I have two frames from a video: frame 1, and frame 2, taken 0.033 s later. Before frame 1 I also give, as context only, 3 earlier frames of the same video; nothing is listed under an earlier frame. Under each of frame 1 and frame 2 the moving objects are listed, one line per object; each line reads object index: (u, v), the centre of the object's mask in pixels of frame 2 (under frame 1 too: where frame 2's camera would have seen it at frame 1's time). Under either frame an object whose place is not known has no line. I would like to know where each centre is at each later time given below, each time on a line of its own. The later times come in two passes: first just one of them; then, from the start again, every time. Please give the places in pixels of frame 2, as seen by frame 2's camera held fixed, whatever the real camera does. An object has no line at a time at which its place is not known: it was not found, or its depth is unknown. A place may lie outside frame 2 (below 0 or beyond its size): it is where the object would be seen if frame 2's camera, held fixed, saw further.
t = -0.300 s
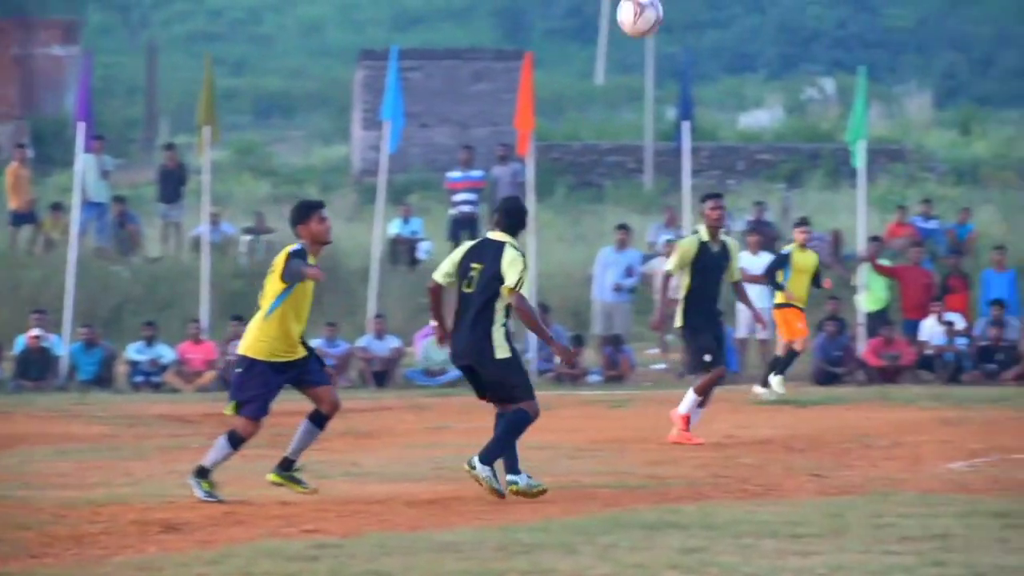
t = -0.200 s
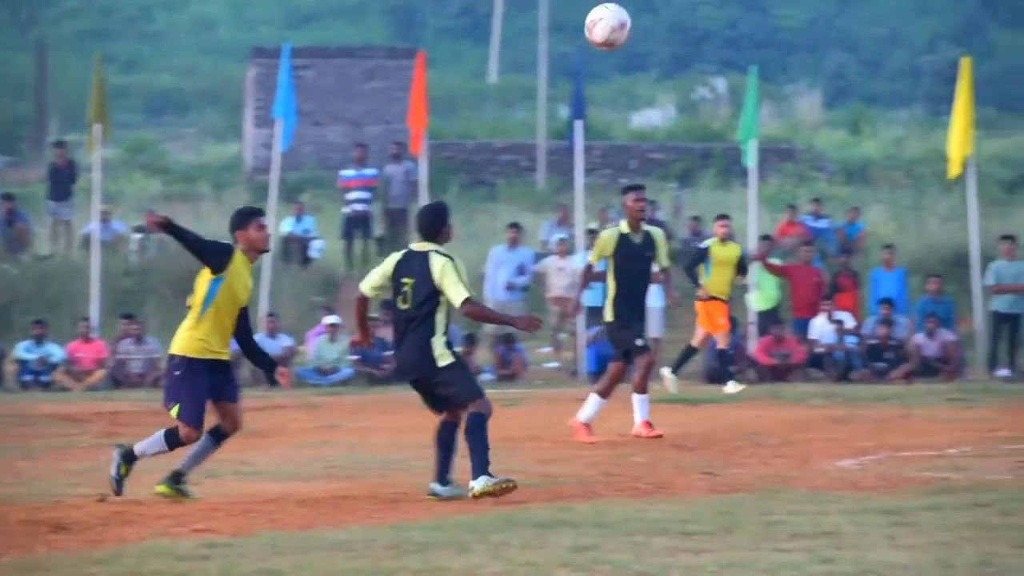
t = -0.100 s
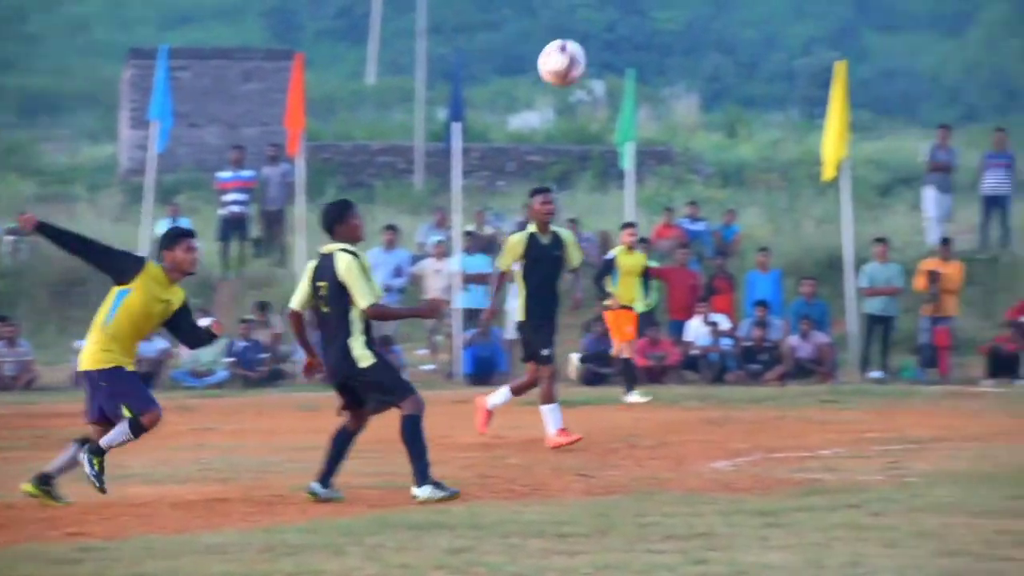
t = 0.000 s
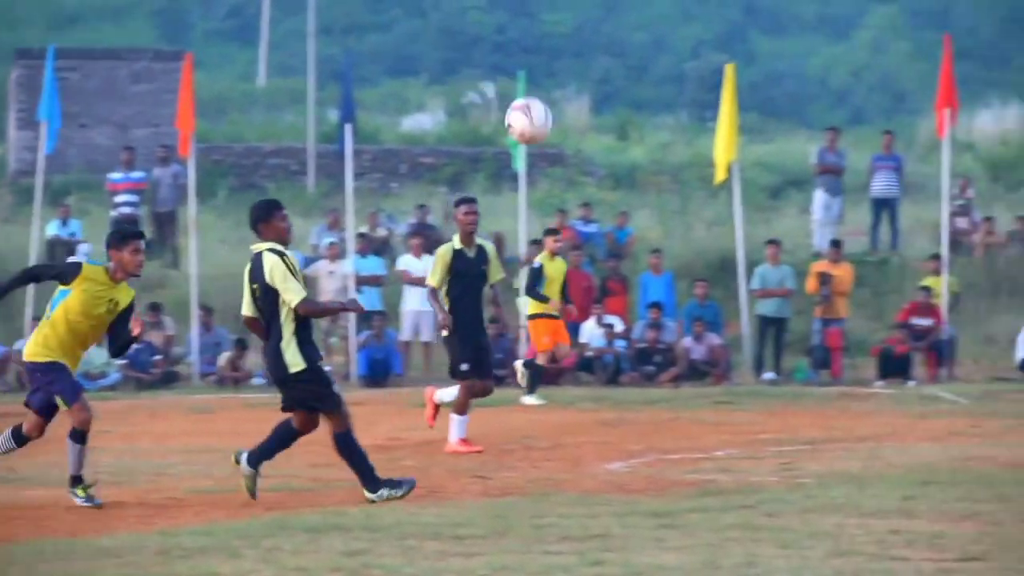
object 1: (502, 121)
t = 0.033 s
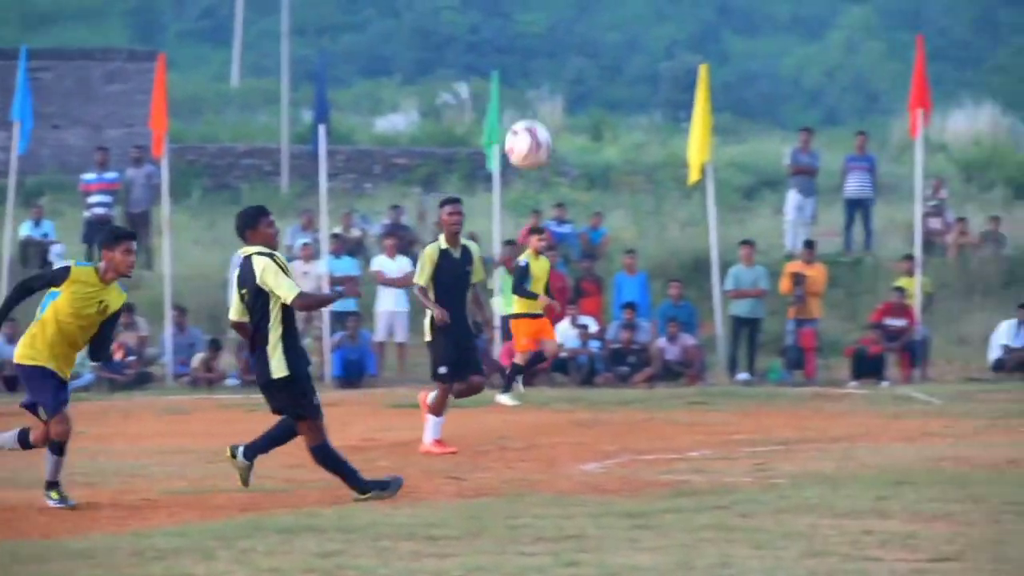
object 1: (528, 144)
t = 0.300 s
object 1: (733, 429)
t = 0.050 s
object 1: (541, 157)
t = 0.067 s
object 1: (554, 170)
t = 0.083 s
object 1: (566, 185)
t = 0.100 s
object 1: (578, 200)
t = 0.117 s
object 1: (591, 214)
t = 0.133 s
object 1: (603, 230)
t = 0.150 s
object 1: (617, 248)
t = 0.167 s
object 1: (630, 264)
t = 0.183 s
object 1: (643, 282)
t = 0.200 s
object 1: (656, 301)
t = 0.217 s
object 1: (668, 321)
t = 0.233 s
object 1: (680, 340)
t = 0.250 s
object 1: (693, 362)
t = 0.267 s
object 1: (707, 382)
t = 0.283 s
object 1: (720, 406)
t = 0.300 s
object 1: (733, 429)
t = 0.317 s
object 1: (747, 453)
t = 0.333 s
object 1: (760, 471)
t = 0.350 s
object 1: (772, 467)
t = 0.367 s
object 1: (778, 450)
